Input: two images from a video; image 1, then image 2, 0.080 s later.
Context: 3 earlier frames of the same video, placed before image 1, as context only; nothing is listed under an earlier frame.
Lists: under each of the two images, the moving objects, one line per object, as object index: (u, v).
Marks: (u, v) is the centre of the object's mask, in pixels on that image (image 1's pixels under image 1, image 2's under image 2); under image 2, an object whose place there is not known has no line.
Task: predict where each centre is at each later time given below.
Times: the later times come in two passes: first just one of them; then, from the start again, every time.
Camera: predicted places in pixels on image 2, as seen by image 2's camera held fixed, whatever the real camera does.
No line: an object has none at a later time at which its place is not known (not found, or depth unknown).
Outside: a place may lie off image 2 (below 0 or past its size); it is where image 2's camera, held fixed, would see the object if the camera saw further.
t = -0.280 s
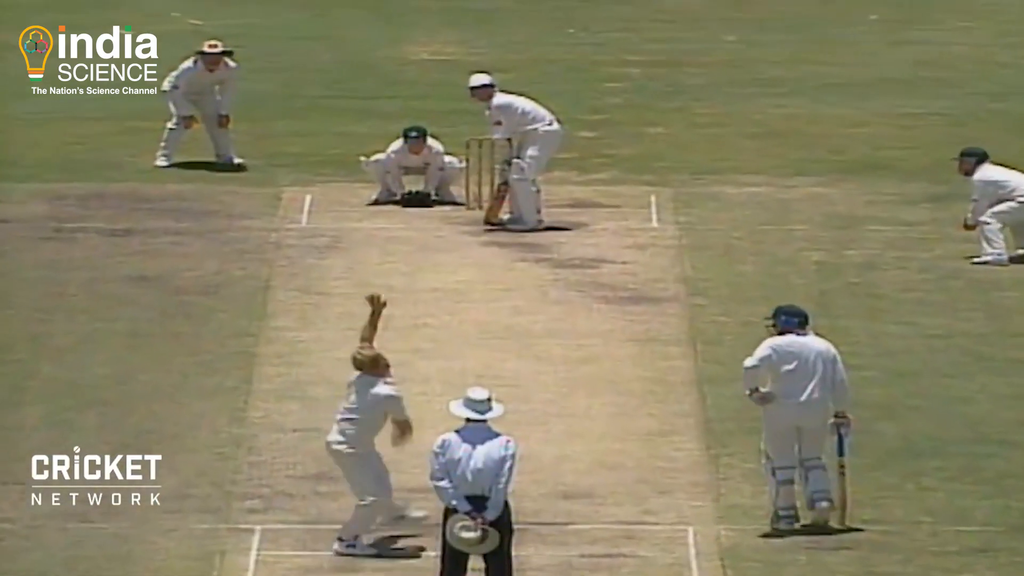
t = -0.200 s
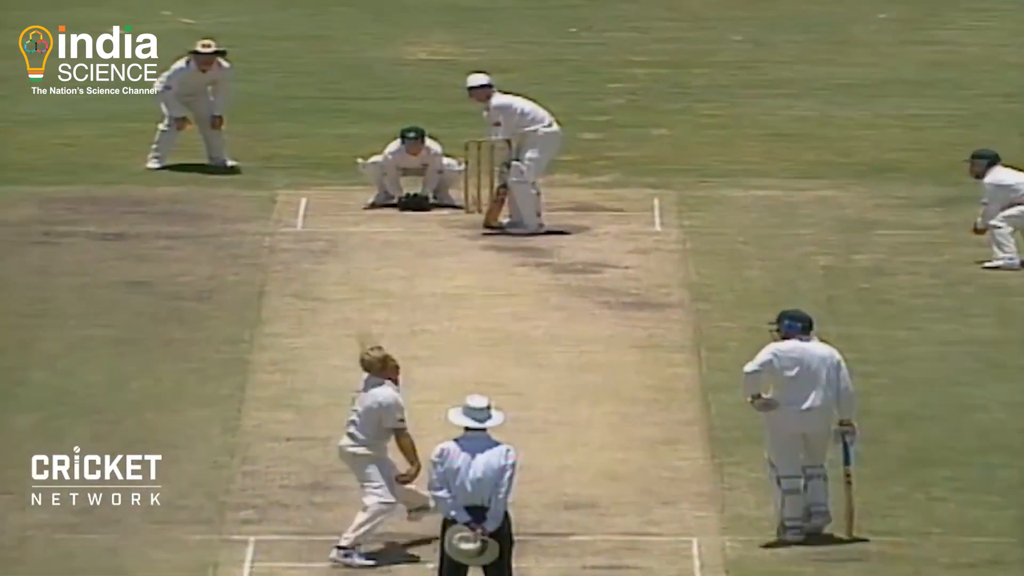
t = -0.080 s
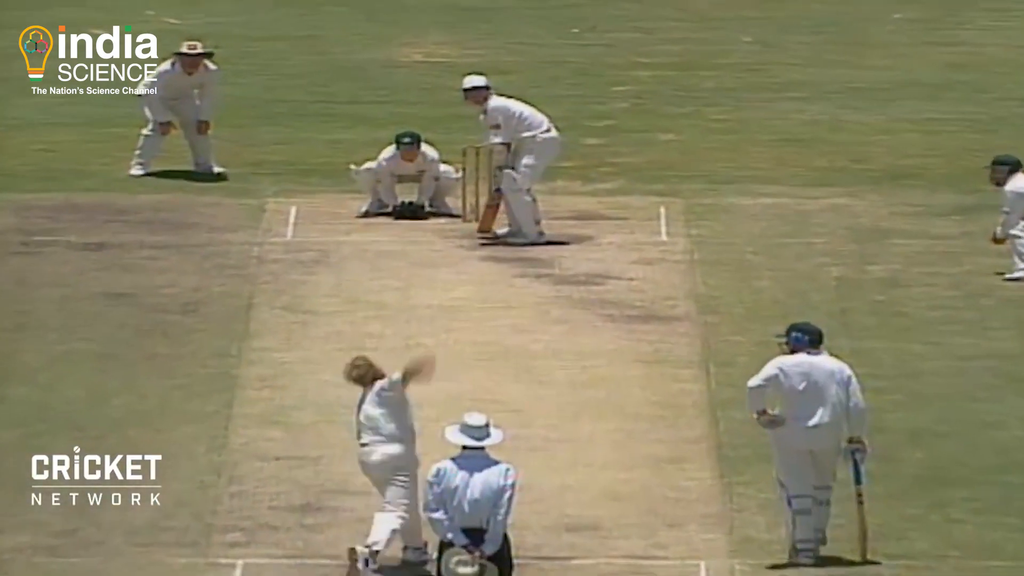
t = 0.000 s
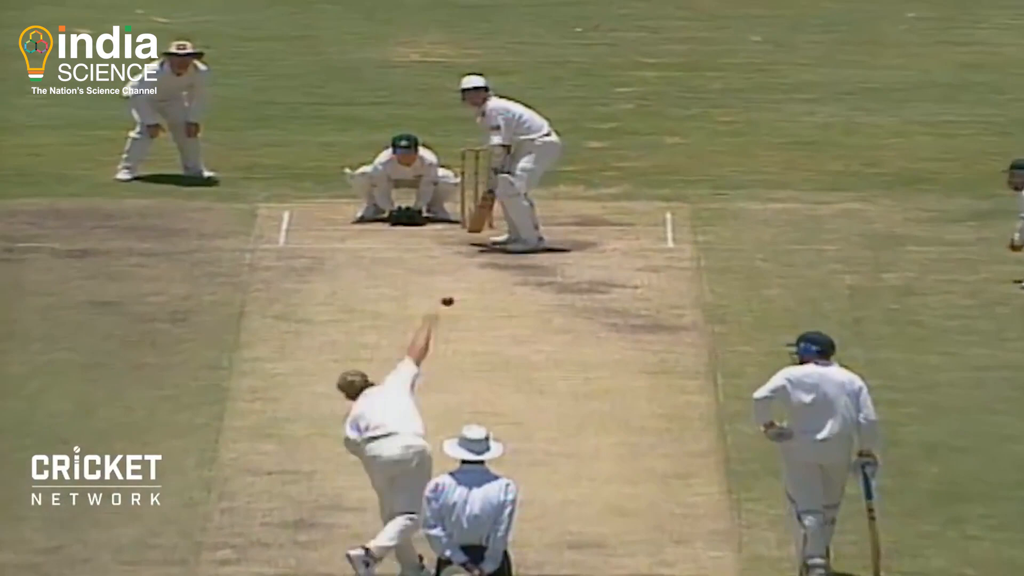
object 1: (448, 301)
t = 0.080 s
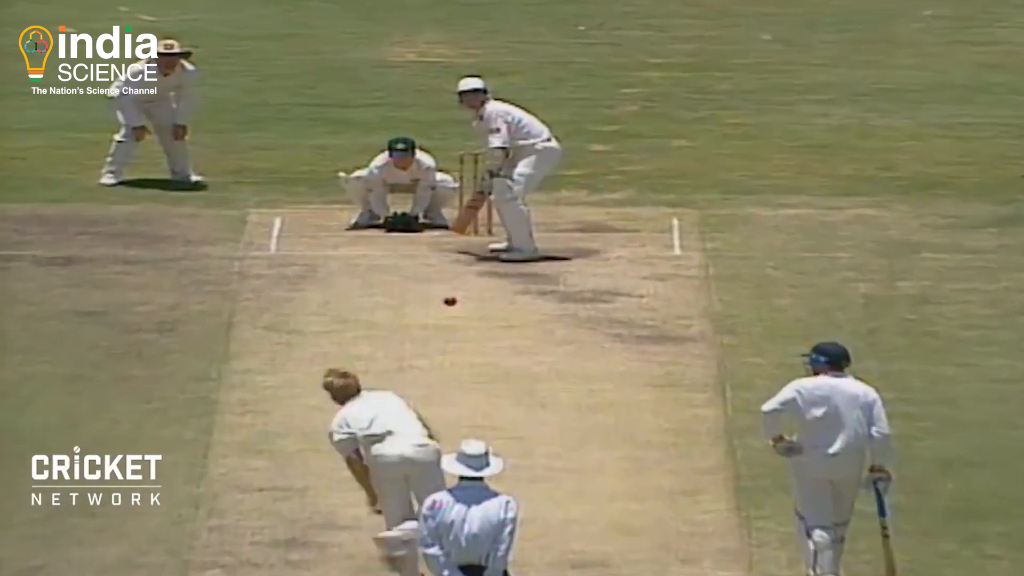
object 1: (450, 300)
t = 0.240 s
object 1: (457, 302)
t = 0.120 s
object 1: (452, 298)
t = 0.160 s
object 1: (453, 298)
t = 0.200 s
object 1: (455, 299)
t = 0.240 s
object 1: (457, 302)
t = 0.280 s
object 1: (458, 307)
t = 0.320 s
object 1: (459, 313)
